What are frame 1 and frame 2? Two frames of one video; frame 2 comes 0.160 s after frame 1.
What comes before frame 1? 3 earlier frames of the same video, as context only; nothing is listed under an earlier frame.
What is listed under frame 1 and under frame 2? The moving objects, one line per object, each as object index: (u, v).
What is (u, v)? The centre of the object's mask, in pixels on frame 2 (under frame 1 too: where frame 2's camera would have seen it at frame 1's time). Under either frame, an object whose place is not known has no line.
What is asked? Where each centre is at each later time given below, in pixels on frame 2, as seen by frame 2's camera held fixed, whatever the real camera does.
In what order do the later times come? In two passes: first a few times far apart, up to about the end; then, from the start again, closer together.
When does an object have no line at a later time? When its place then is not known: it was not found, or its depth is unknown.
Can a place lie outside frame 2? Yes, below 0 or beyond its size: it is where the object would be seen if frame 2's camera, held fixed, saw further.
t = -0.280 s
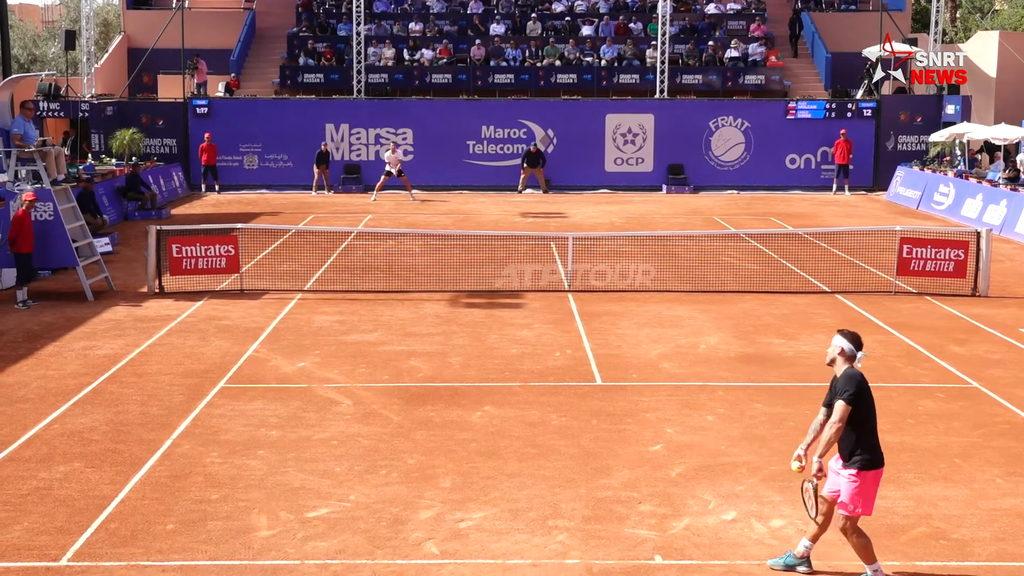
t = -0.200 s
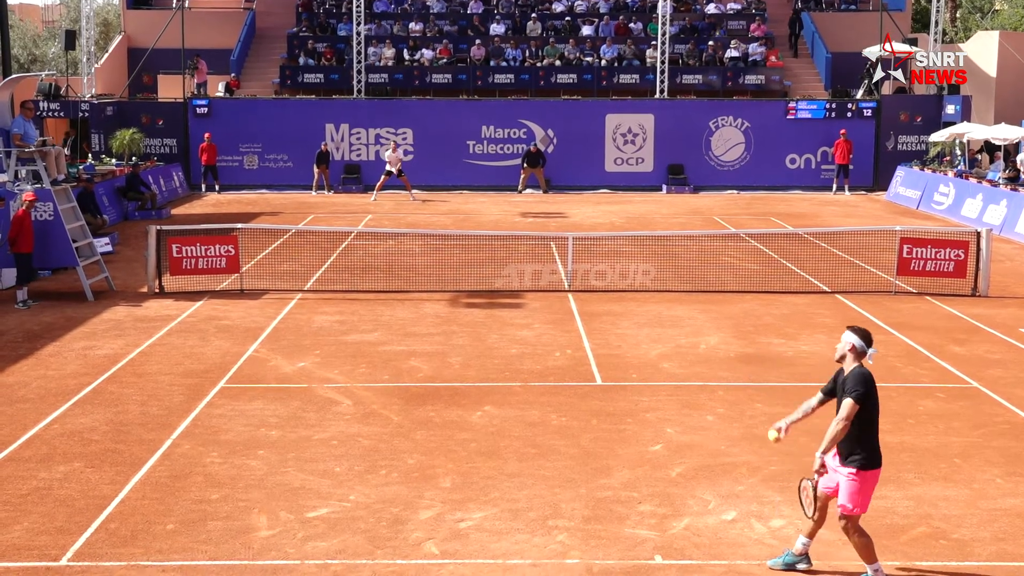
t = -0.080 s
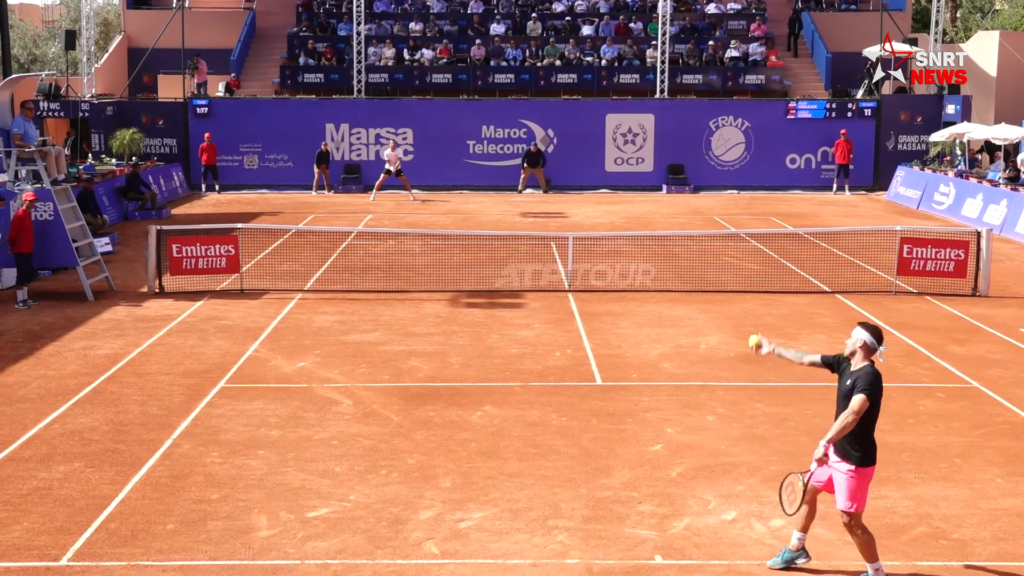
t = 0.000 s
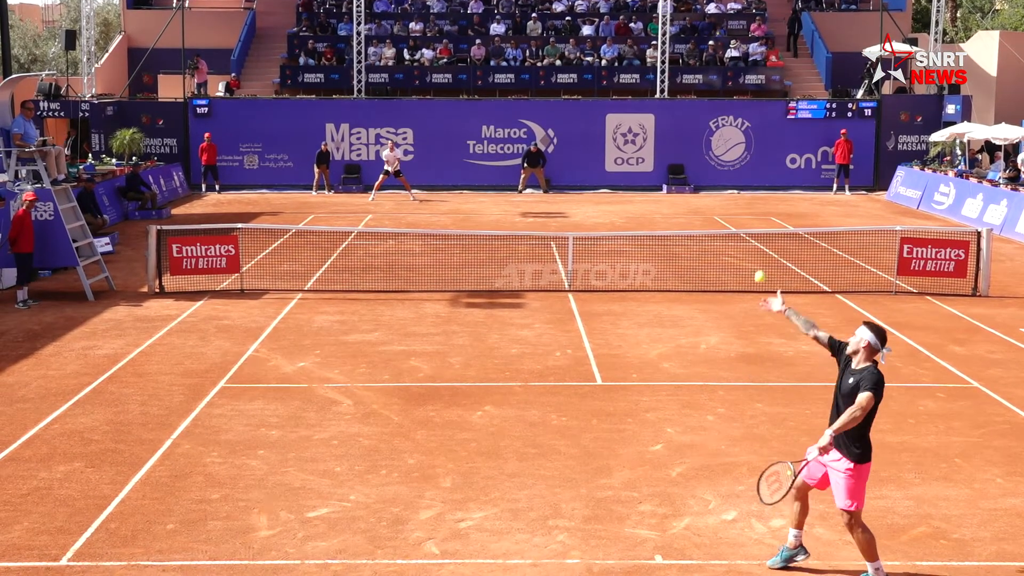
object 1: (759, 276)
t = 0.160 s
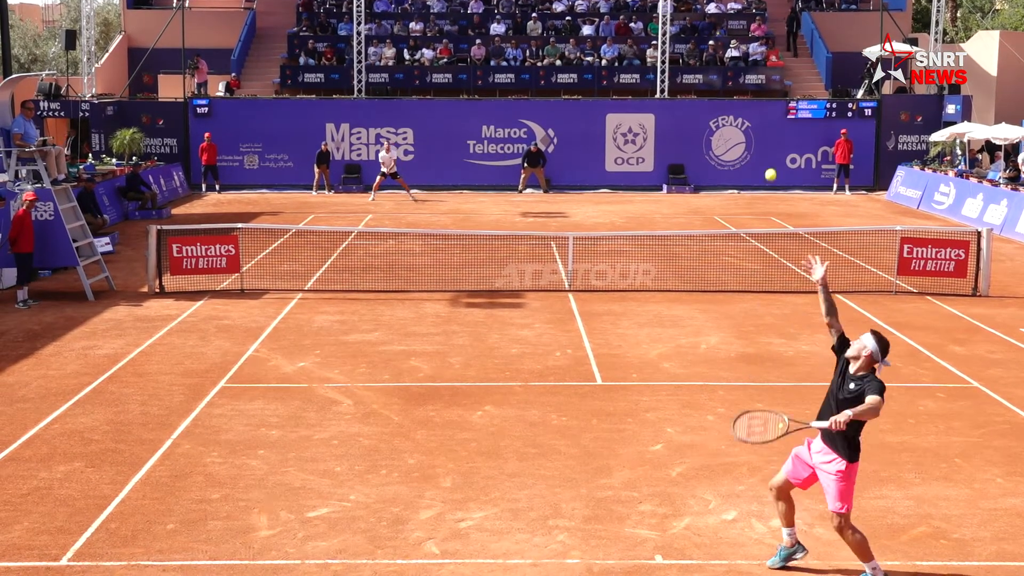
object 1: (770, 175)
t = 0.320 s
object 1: (779, 109)
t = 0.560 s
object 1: (790, 81)
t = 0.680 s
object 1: (793, 98)
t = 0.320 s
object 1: (779, 109)
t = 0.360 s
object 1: (781, 99)
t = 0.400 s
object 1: (783, 91)
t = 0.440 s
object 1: (785, 85)
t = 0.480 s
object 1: (787, 81)
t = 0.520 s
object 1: (788, 80)
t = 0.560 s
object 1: (790, 81)
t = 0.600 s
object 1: (791, 85)
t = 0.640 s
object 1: (792, 91)
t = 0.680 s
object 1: (793, 98)
